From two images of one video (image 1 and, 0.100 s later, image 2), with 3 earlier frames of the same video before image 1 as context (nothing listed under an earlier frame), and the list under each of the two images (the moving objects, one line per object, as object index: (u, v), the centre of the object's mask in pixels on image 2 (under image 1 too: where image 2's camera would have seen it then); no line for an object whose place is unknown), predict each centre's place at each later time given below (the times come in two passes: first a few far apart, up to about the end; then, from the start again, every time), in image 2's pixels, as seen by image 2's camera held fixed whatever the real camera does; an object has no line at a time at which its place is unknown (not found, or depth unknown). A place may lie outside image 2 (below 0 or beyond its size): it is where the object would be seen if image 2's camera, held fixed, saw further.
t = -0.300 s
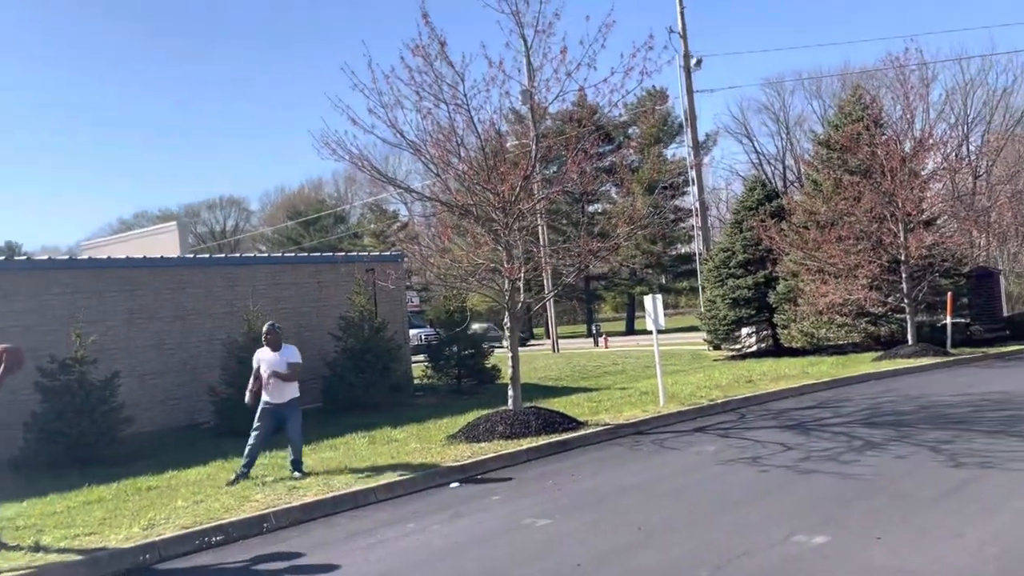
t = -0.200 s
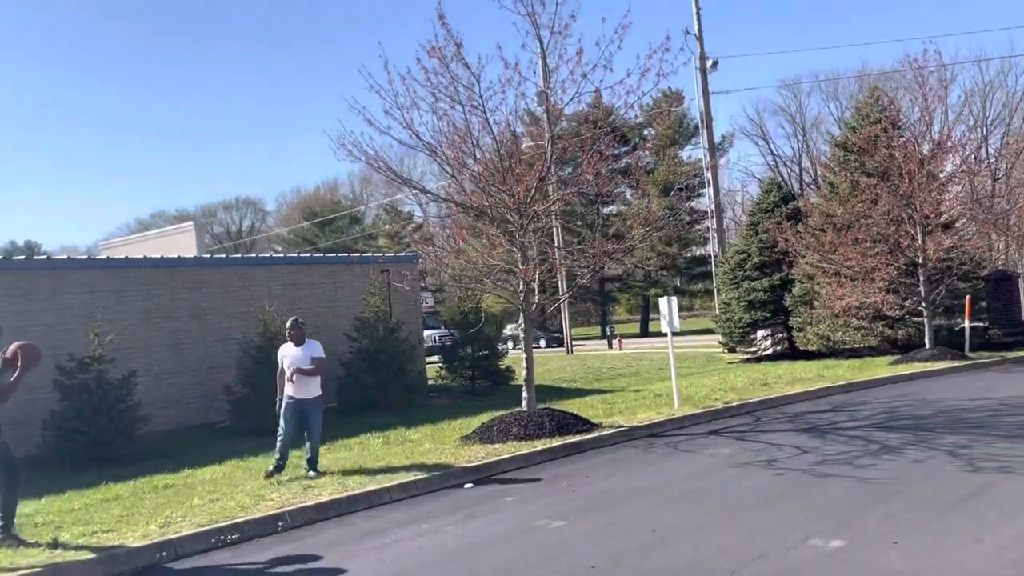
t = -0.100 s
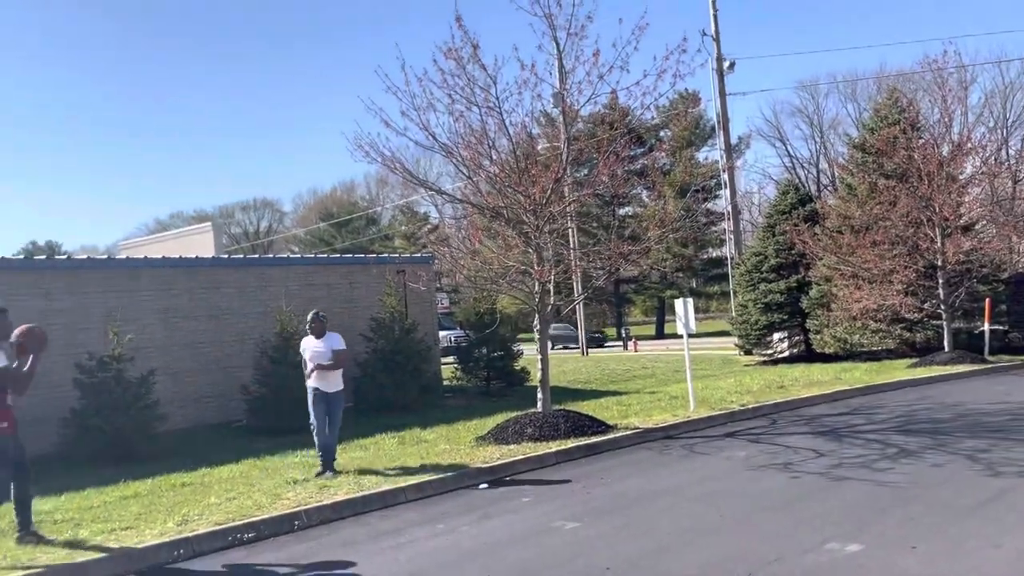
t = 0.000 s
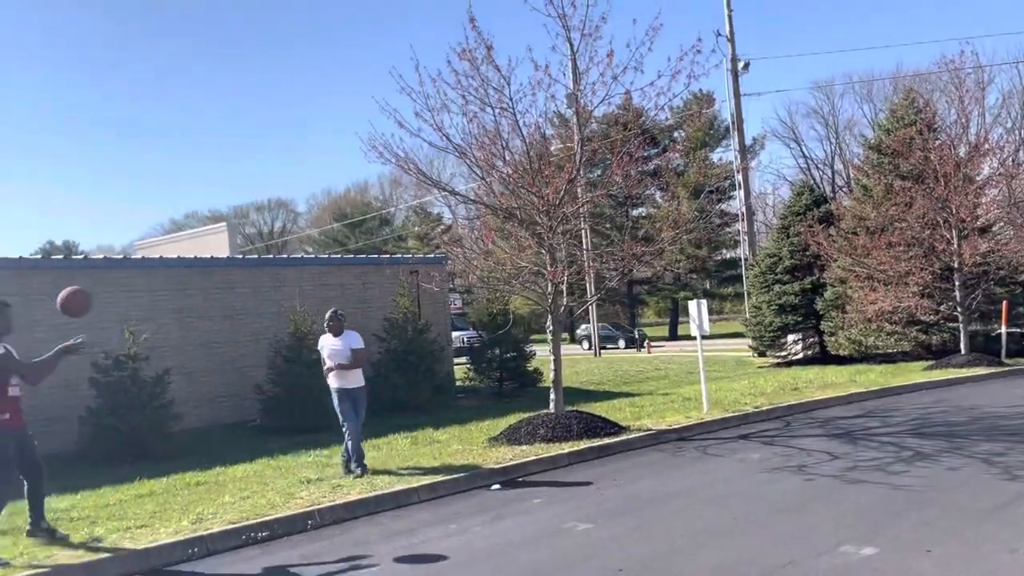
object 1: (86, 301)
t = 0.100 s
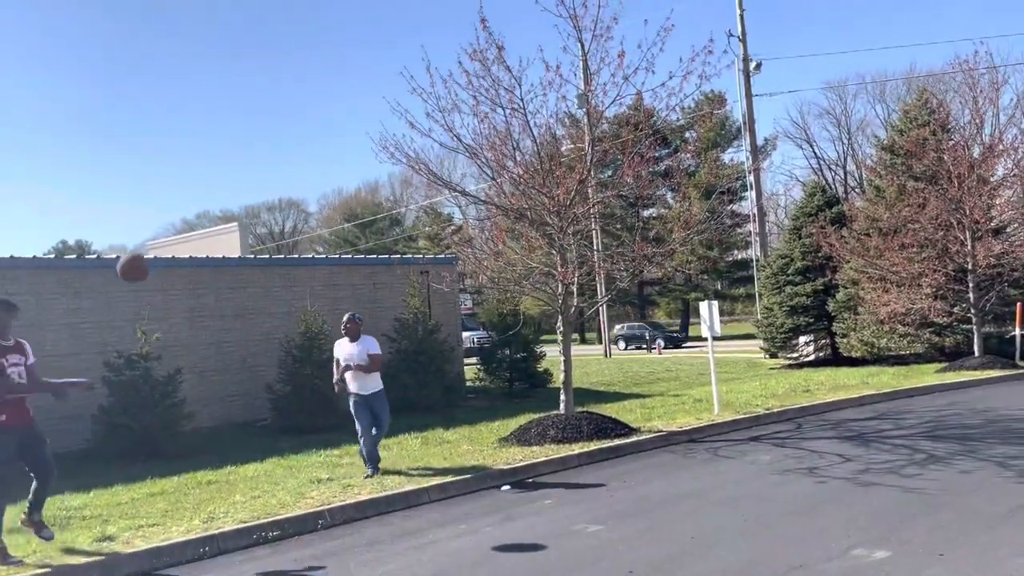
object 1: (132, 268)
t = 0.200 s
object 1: (177, 248)
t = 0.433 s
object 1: (269, 246)
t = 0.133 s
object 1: (148, 260)
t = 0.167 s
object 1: (164, 254)
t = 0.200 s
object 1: (177, 248)
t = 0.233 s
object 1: (191, 244)
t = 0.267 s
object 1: (204, 241)
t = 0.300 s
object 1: (218, 240)
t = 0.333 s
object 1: (231, 239)
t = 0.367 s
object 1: (244, 241)
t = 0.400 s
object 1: (258, 243)
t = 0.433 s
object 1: (269, 246)
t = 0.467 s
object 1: (282, 251)
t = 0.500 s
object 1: (293, 256)
